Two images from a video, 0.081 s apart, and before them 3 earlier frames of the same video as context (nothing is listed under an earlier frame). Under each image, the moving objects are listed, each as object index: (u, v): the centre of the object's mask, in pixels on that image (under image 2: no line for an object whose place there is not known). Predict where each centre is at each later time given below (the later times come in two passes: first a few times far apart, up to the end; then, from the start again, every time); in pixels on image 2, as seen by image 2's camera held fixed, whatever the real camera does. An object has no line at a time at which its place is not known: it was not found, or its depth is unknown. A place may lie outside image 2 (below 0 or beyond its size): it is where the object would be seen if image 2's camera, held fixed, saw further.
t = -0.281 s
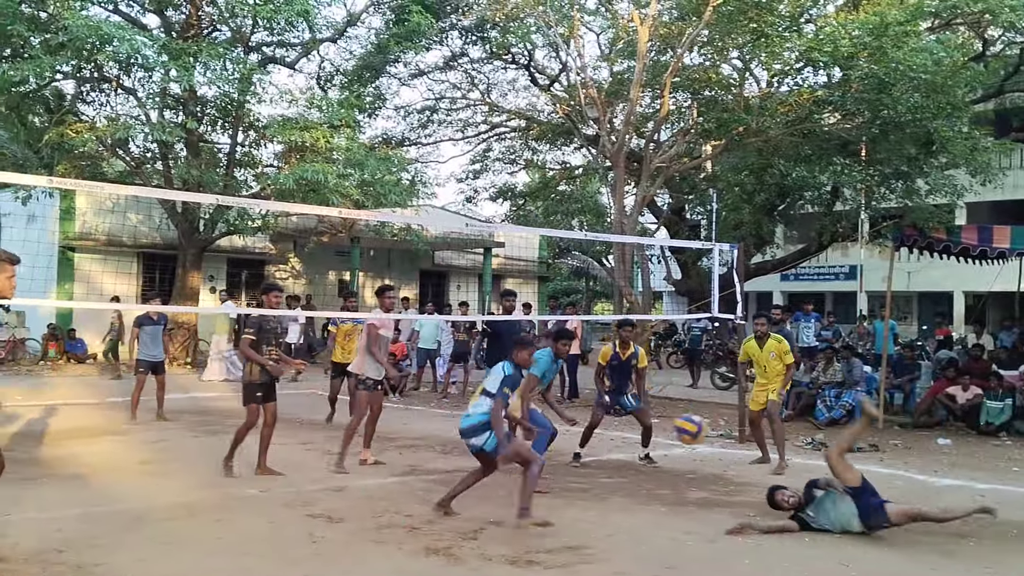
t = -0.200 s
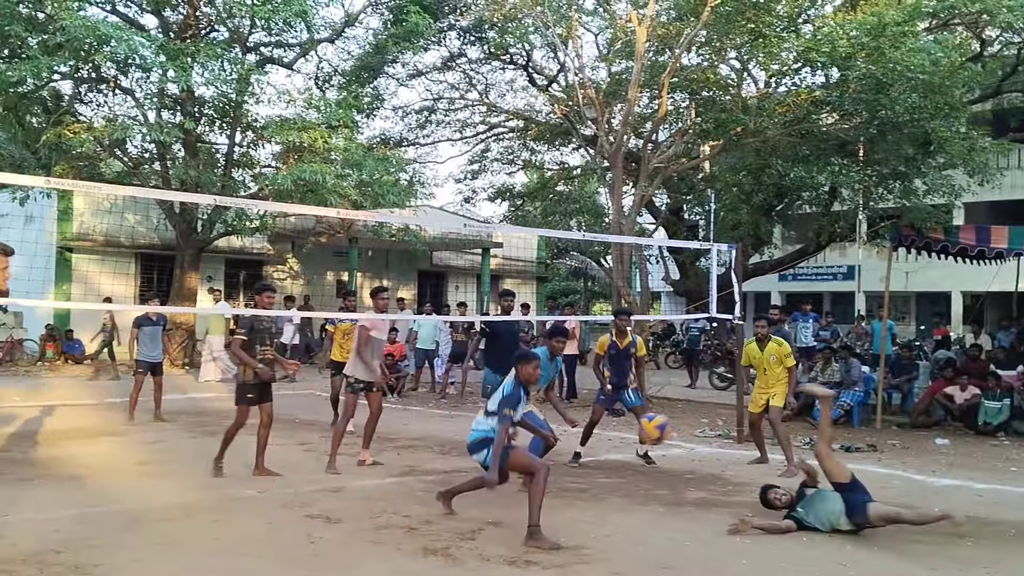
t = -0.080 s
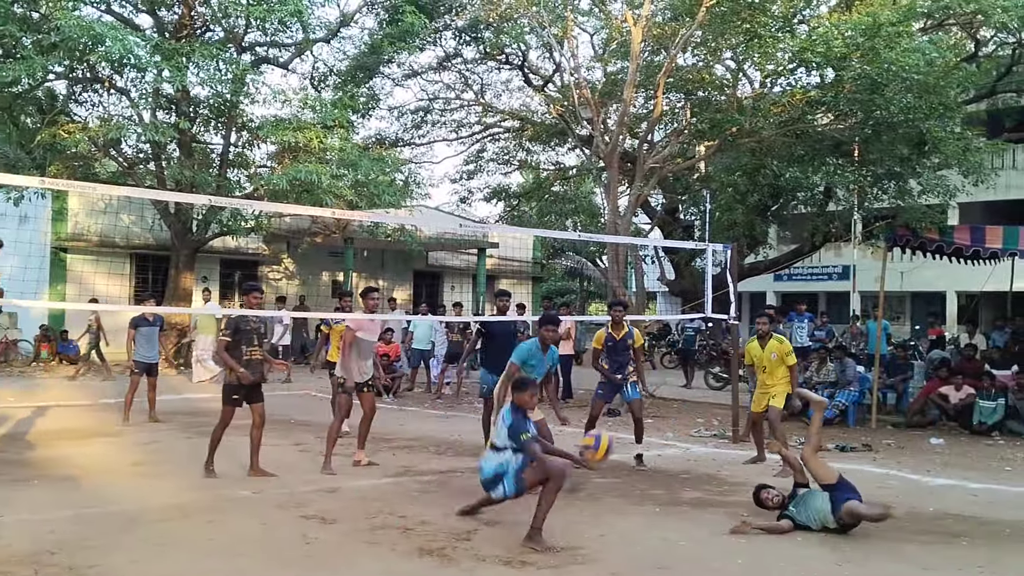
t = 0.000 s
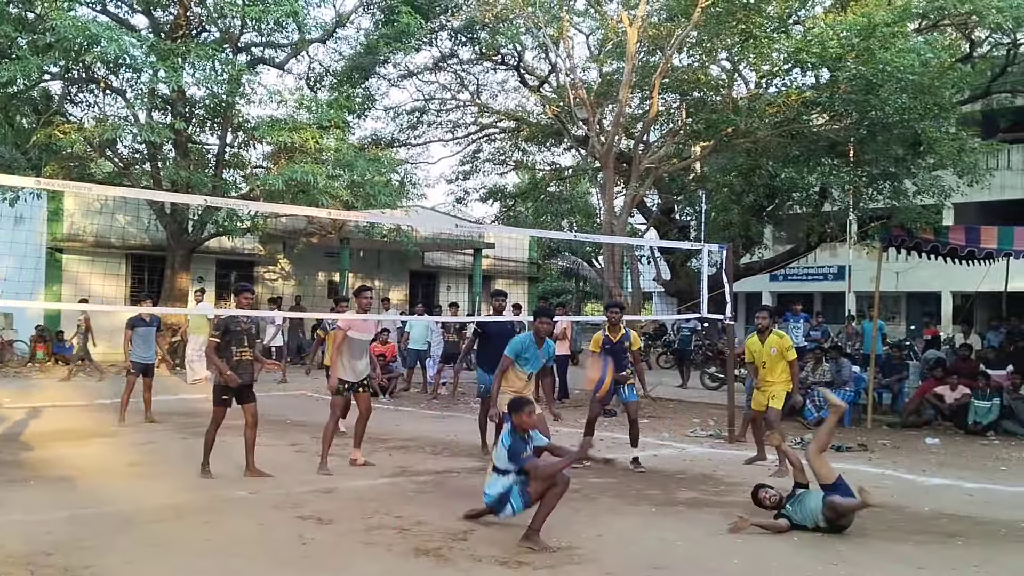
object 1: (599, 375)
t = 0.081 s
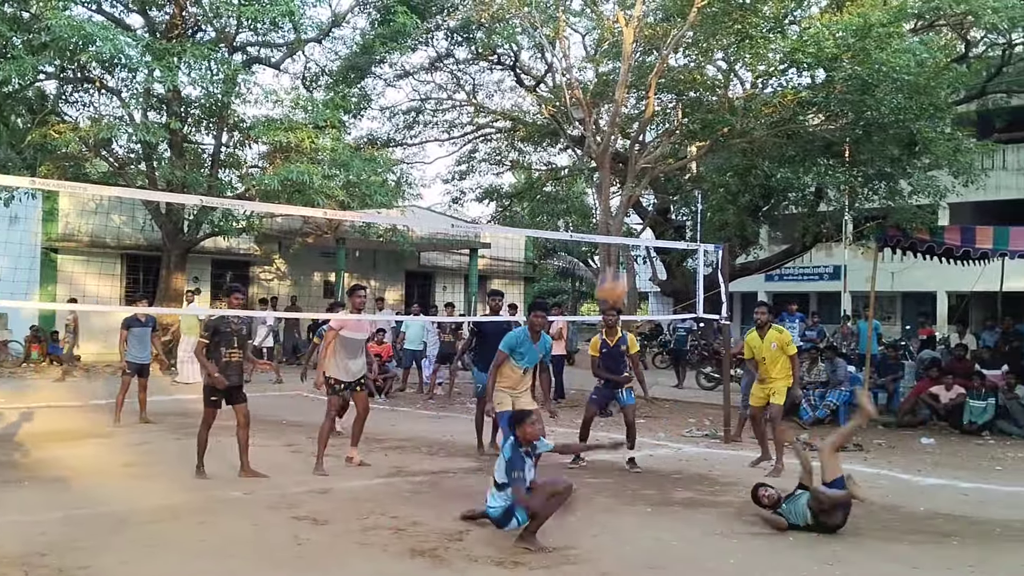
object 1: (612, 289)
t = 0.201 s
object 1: (638, 177)
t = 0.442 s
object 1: (682, 15)
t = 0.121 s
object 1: (620, 251)
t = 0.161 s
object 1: (630, 208)
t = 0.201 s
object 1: (638, 177)
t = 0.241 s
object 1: (644, 142)
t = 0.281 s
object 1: (653, 115)
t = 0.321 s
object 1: (661, 84)
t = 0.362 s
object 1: (668, 60)
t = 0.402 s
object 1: (675, 37)
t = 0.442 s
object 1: (682, 15)
